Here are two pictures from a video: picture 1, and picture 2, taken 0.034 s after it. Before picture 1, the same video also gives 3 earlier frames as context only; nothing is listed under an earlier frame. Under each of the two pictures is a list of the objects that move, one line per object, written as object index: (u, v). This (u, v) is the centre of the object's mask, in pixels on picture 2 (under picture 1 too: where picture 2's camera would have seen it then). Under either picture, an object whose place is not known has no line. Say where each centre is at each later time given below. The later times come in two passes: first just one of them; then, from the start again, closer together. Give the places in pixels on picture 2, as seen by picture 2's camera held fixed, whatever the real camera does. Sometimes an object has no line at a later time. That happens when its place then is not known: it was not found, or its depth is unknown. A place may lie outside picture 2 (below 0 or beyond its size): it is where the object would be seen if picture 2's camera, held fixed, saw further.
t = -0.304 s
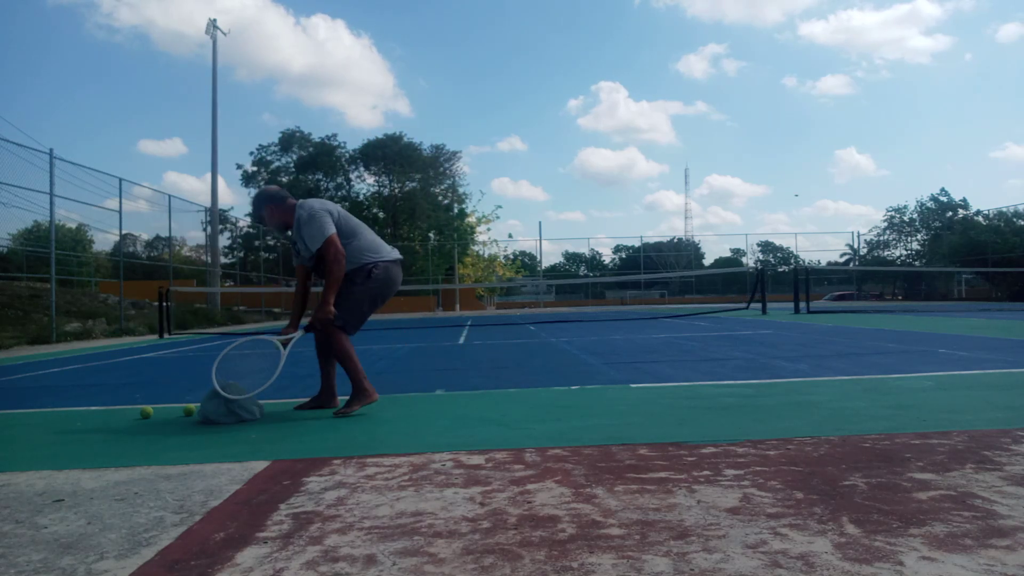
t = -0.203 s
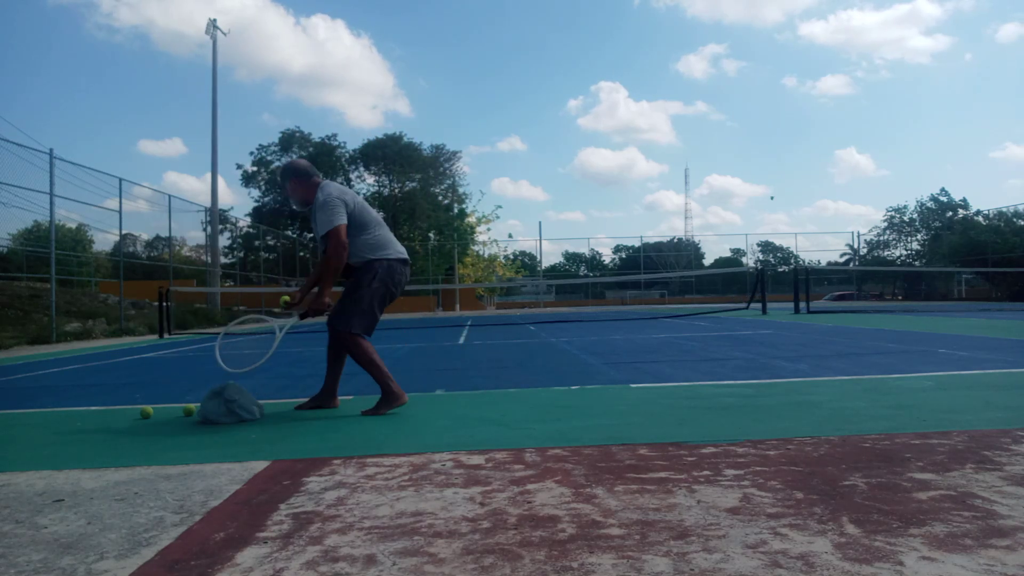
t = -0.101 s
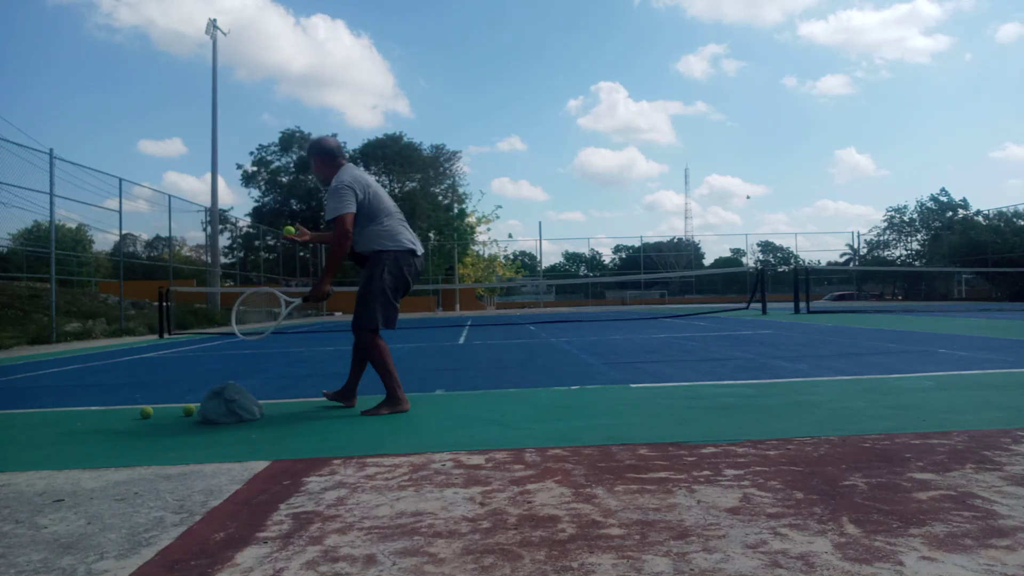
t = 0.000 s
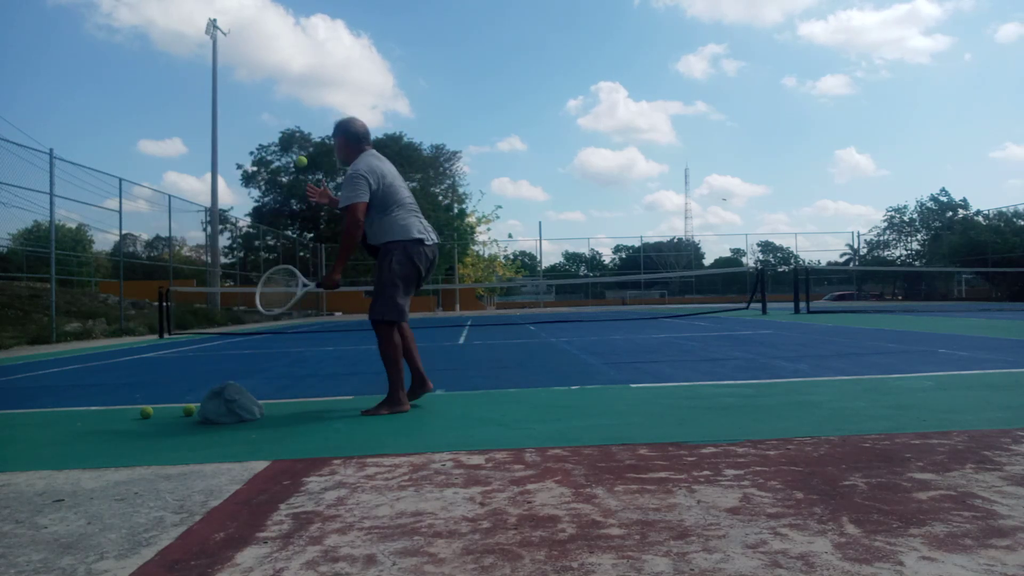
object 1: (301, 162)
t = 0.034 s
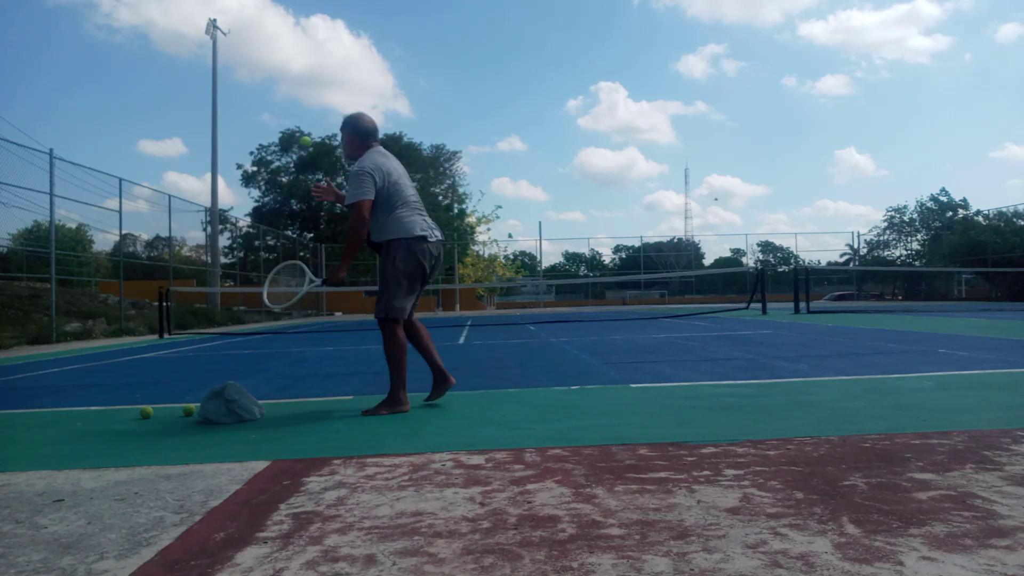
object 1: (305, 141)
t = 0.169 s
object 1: (323, 81)
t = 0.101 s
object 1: (314, 108)
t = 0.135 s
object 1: (319, 94)
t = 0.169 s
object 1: (323, 81)
